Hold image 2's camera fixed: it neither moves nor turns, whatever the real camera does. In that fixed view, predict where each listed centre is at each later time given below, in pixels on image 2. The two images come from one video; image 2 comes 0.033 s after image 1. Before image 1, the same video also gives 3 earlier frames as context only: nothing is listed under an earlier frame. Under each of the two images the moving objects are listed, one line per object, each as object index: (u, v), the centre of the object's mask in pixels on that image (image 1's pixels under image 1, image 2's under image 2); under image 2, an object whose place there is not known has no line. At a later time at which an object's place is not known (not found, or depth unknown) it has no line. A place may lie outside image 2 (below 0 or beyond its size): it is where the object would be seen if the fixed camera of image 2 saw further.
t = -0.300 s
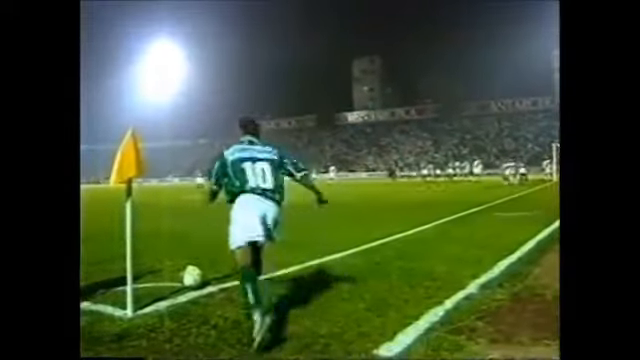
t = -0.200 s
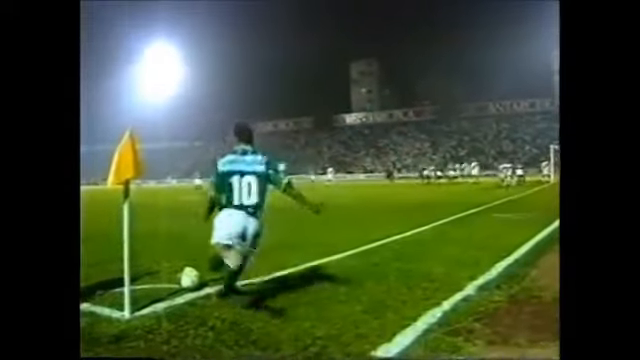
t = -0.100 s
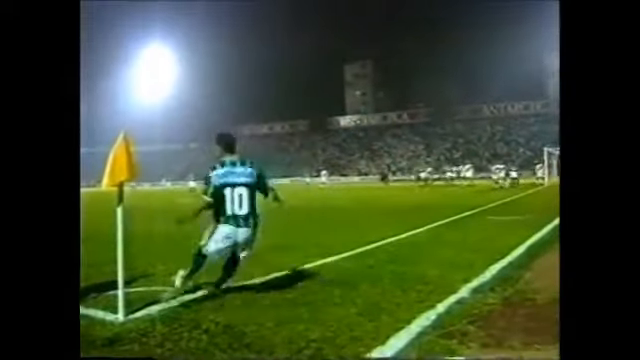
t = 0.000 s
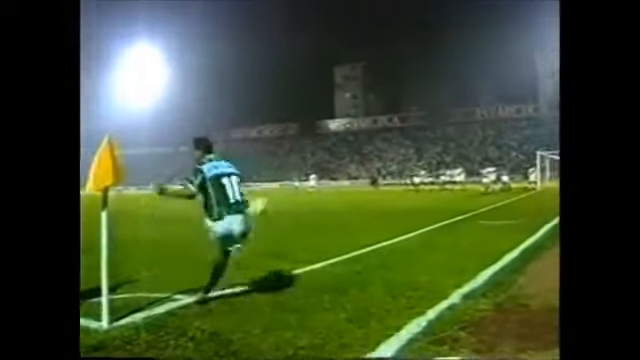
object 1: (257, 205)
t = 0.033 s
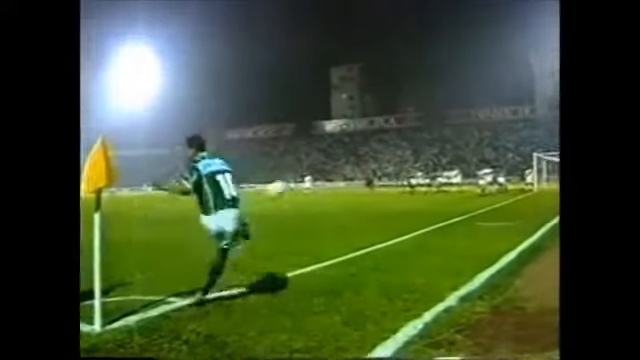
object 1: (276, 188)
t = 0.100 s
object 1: (314, 161)
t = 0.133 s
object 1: (329, 151)
